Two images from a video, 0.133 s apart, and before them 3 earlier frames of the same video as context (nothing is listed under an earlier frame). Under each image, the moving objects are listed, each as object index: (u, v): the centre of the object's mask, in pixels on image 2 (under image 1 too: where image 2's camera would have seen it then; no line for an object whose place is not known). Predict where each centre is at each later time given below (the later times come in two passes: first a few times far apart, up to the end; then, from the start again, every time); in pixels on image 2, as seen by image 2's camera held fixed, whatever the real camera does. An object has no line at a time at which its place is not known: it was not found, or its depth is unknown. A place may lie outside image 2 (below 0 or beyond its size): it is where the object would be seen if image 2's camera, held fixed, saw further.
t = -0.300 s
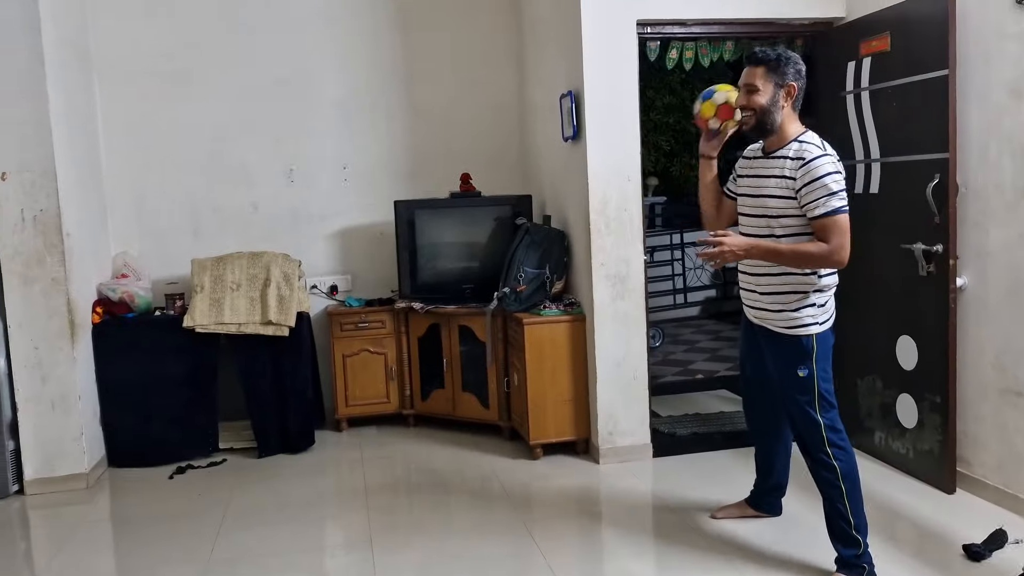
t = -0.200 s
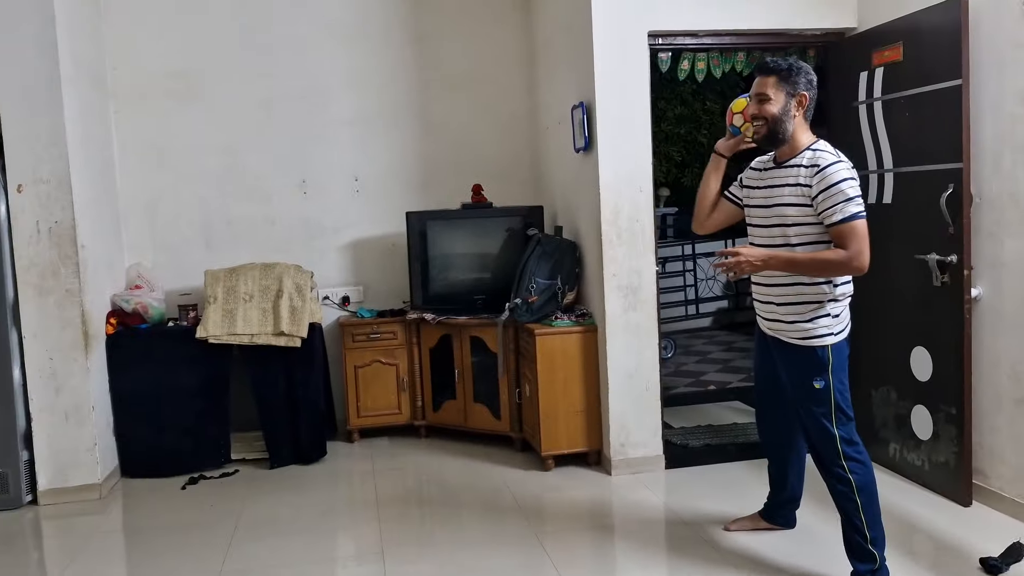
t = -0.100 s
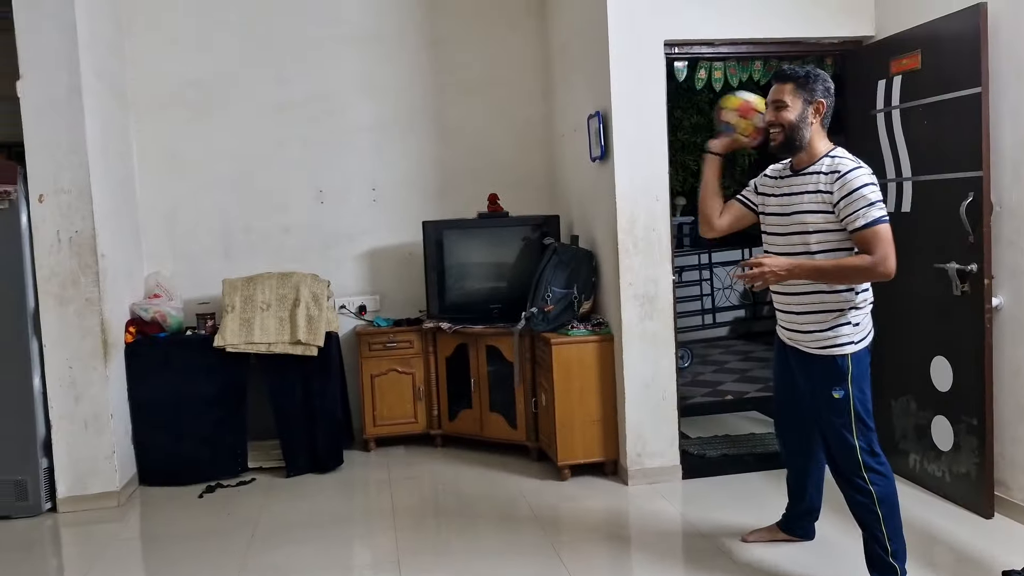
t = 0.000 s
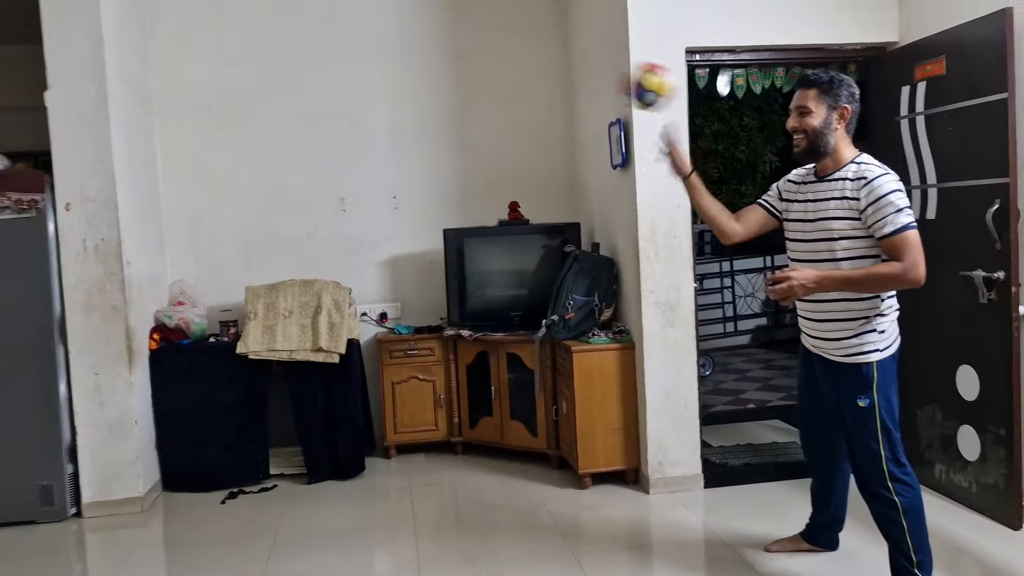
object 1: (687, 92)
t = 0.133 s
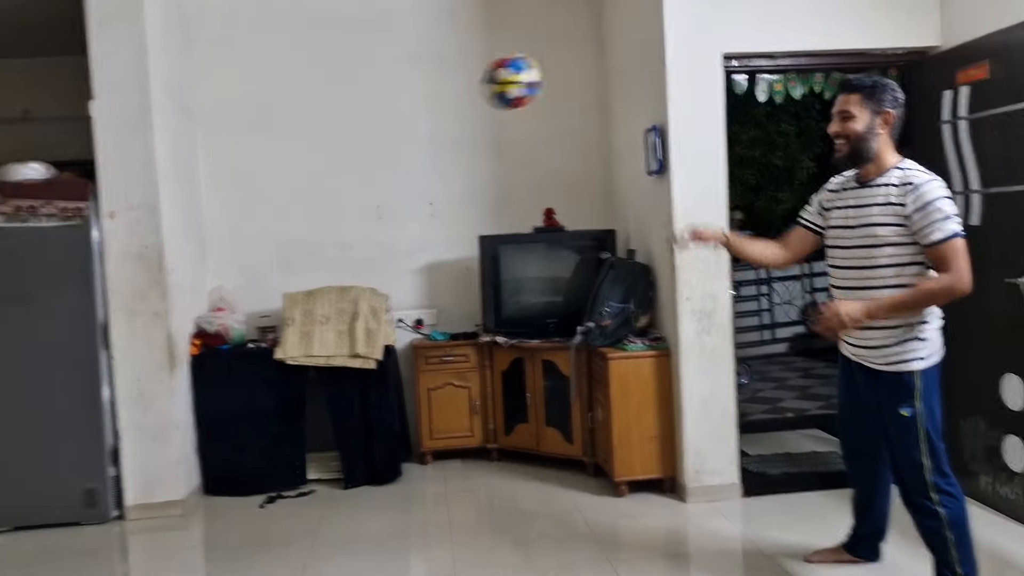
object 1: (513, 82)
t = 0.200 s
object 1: (428, 95)
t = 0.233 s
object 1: (387, 108)
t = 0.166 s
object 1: (470, 87)
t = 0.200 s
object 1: (428, 95)
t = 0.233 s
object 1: (387, 108)
